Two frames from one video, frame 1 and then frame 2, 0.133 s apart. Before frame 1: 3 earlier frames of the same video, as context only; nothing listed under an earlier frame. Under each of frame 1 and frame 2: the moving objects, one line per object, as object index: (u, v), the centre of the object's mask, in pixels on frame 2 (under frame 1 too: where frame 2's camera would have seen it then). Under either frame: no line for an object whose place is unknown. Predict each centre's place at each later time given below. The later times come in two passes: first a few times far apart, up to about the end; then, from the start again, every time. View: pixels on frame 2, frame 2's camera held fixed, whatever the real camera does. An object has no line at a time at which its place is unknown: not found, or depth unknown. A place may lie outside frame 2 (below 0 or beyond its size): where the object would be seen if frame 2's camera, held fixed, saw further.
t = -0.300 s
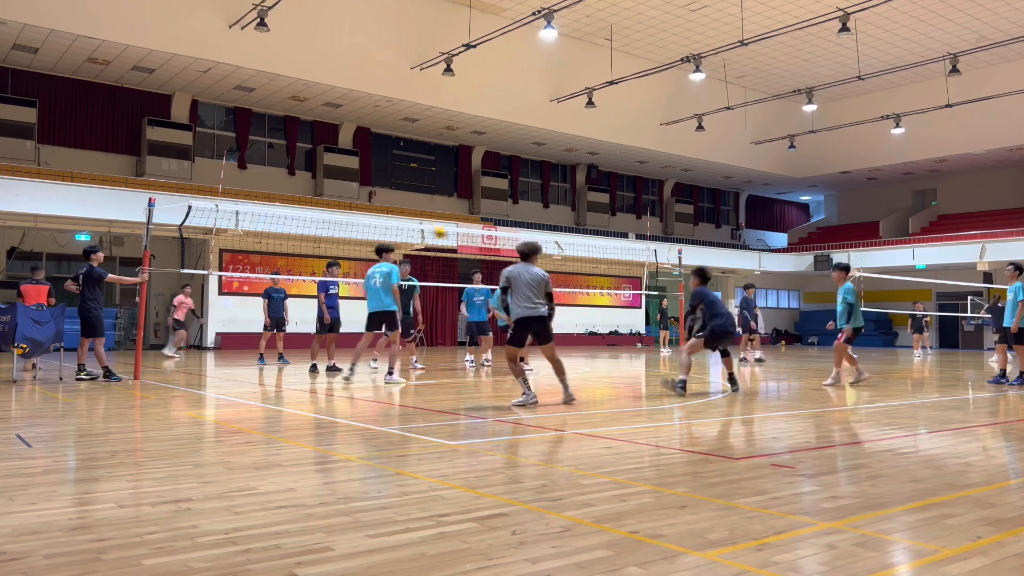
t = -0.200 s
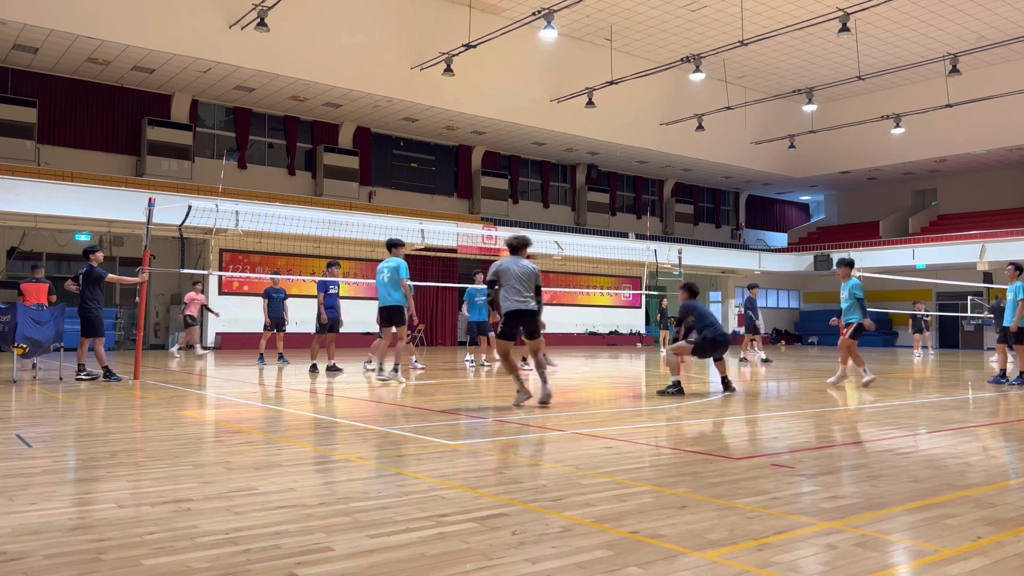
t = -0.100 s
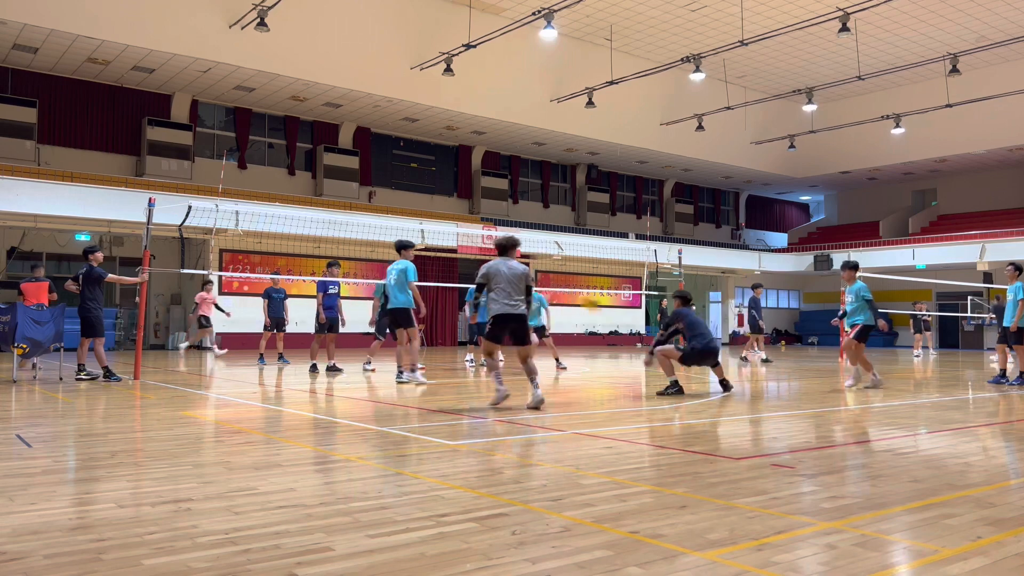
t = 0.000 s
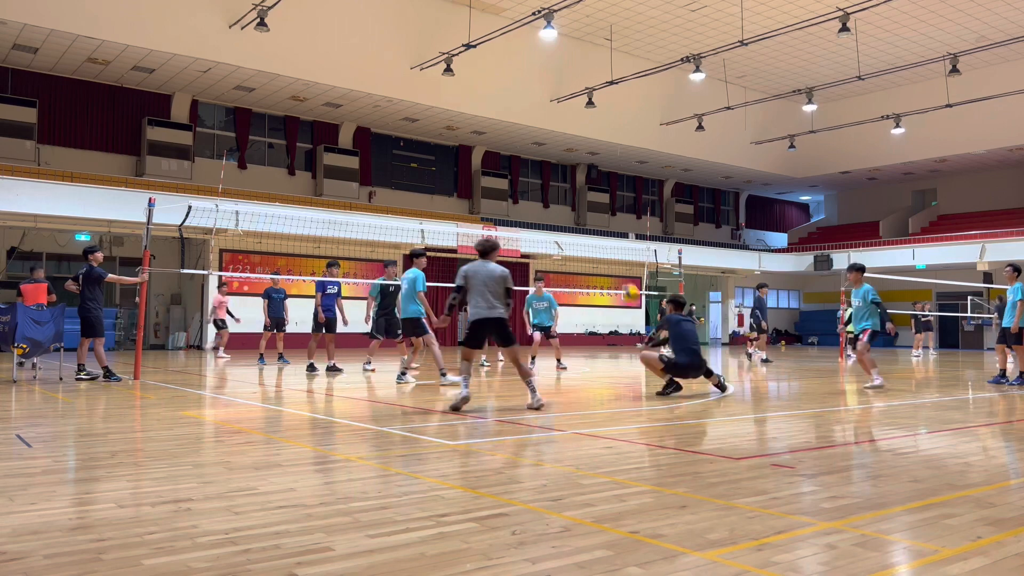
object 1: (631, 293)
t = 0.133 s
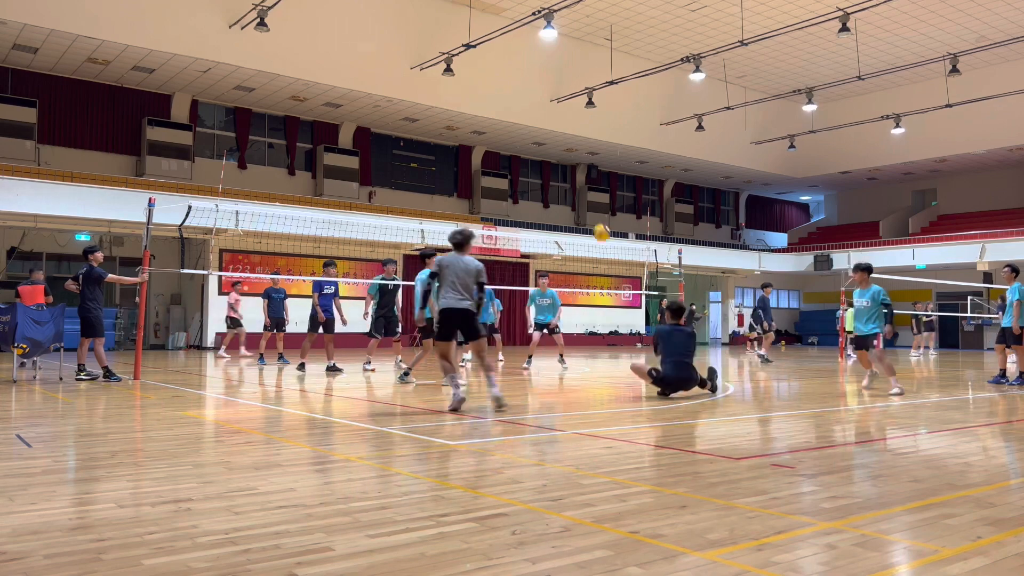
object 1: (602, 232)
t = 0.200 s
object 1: (589, 211)
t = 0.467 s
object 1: (549, 158)
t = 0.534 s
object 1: (540, 153)
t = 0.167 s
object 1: (596, 221)
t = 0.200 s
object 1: (589, 211)
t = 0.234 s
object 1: (584, 201)
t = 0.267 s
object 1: (578, 192)
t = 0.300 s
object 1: (573, 184)
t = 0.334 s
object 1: (568, 177)
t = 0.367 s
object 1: (563, 171)
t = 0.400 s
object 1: (558, 166)
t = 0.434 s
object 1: (553, 162)
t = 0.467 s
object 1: (549, 158)
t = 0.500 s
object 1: (544, 155)
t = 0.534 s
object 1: (540, 153)
